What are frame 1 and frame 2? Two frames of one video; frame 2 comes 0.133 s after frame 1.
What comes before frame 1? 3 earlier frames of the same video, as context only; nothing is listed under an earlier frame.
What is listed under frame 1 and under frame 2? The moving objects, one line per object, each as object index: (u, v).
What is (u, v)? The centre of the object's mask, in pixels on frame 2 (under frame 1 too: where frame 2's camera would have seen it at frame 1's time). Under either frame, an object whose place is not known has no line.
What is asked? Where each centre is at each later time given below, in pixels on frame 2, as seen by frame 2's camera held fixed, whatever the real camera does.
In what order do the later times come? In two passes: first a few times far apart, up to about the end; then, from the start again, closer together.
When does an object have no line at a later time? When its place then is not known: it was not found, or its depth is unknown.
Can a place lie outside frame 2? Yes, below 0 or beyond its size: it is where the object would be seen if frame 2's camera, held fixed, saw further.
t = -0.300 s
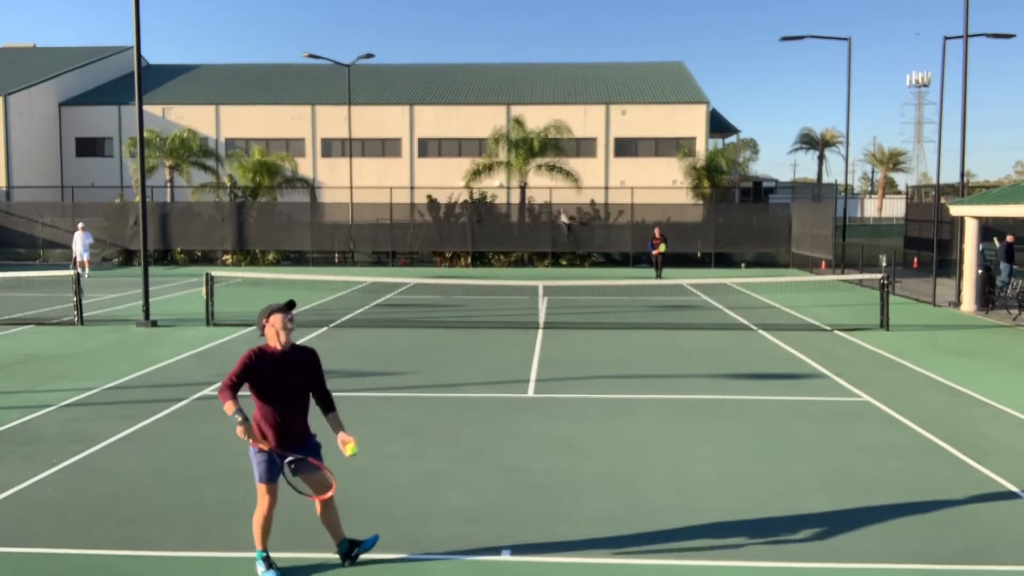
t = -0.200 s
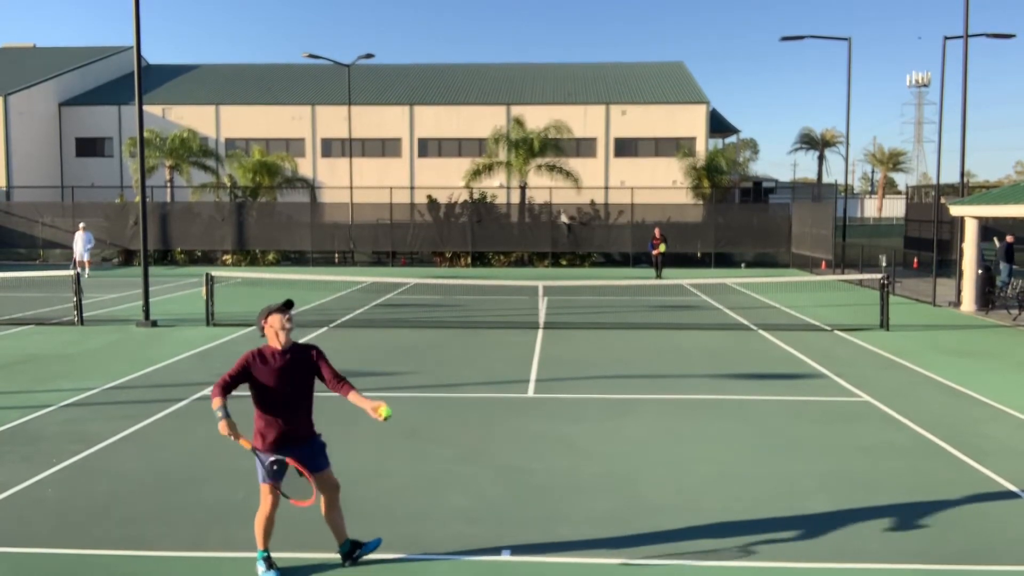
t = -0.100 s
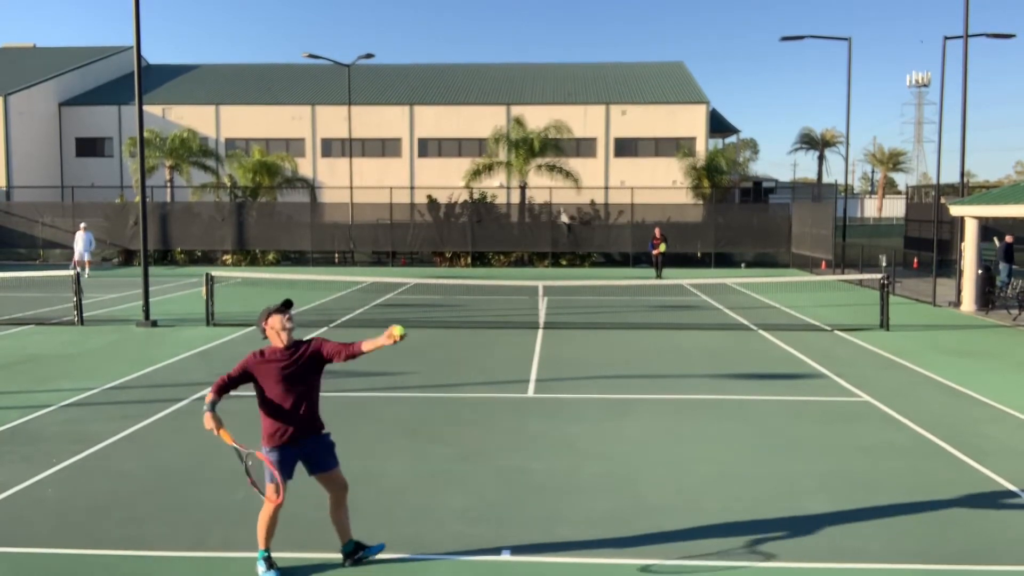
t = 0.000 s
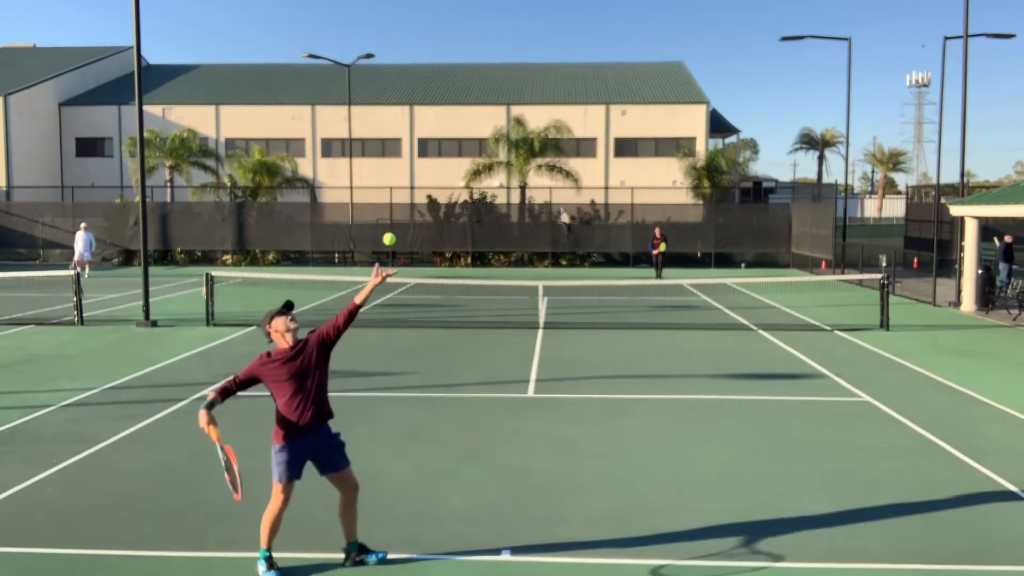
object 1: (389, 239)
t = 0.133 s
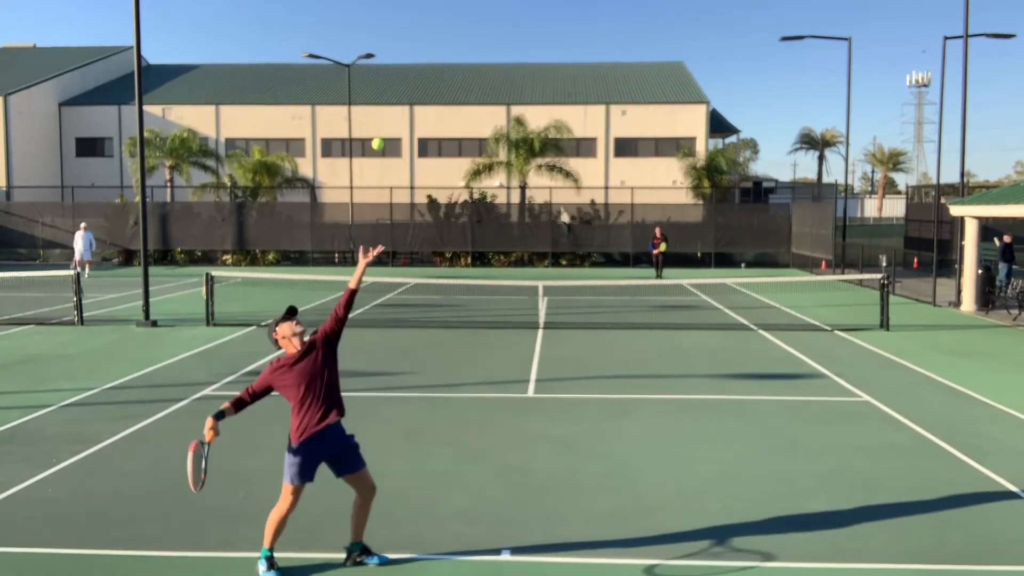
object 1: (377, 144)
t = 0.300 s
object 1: (364, 69)
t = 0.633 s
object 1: (341, 58)
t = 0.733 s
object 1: (335, 88)
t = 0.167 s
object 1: (375, 125)
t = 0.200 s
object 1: (372, 108)
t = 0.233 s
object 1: (369, 93)
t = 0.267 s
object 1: (366, 80)
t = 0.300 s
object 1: (364, 69)
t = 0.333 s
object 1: (361, 60)
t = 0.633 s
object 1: (341, 58)
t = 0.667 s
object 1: (339, 67)
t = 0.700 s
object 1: (337, 77)
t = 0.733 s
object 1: (335, 88)
